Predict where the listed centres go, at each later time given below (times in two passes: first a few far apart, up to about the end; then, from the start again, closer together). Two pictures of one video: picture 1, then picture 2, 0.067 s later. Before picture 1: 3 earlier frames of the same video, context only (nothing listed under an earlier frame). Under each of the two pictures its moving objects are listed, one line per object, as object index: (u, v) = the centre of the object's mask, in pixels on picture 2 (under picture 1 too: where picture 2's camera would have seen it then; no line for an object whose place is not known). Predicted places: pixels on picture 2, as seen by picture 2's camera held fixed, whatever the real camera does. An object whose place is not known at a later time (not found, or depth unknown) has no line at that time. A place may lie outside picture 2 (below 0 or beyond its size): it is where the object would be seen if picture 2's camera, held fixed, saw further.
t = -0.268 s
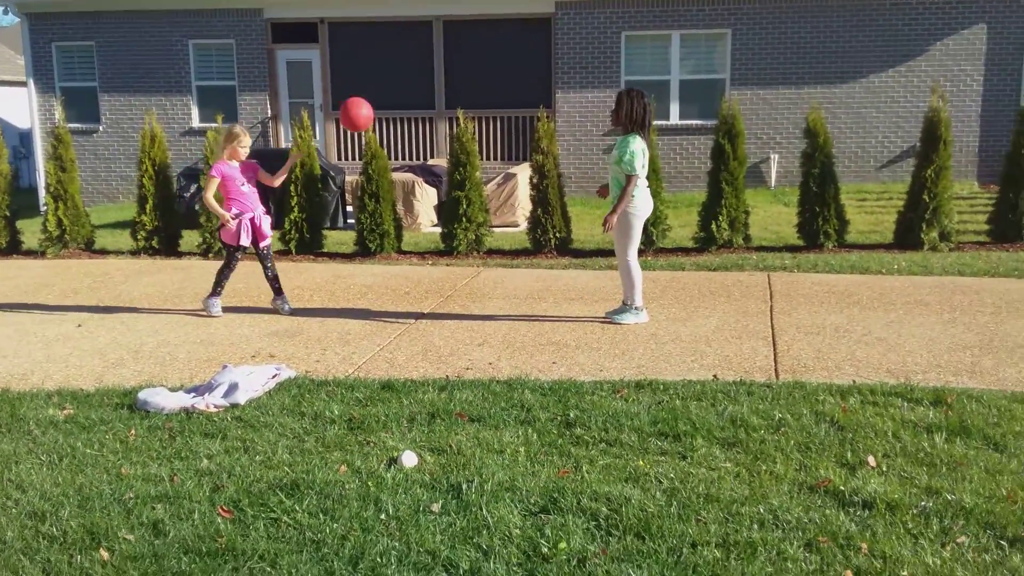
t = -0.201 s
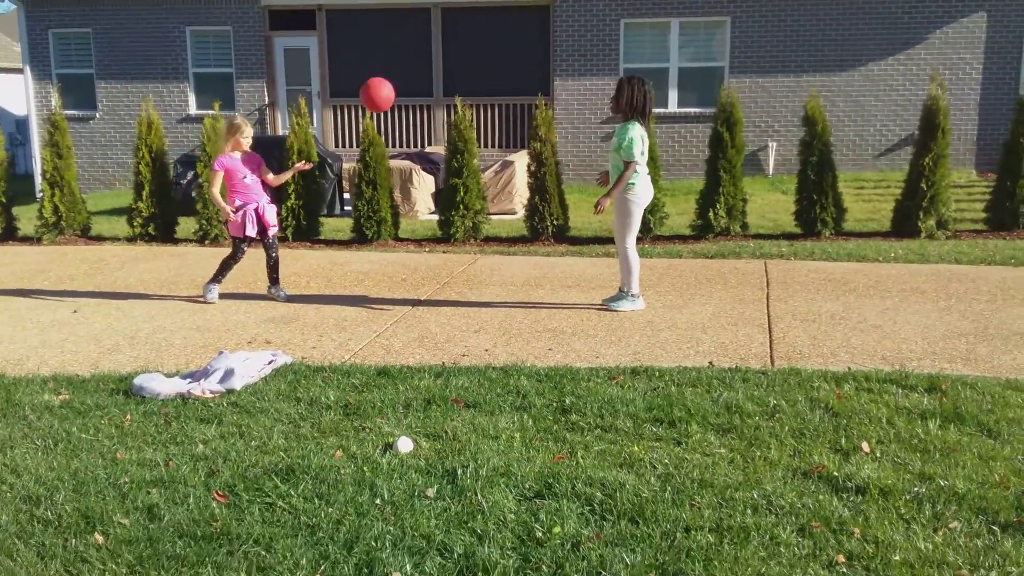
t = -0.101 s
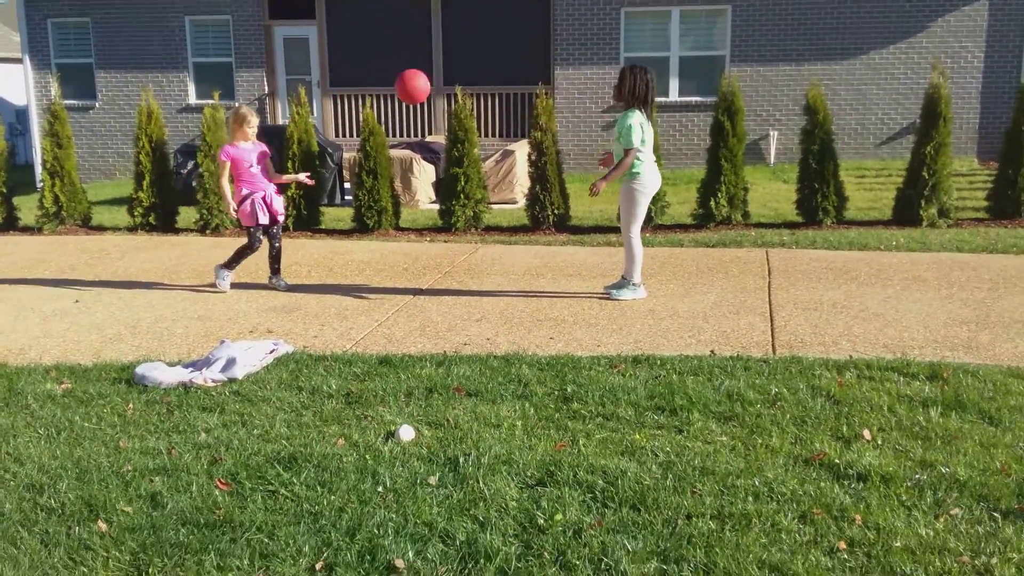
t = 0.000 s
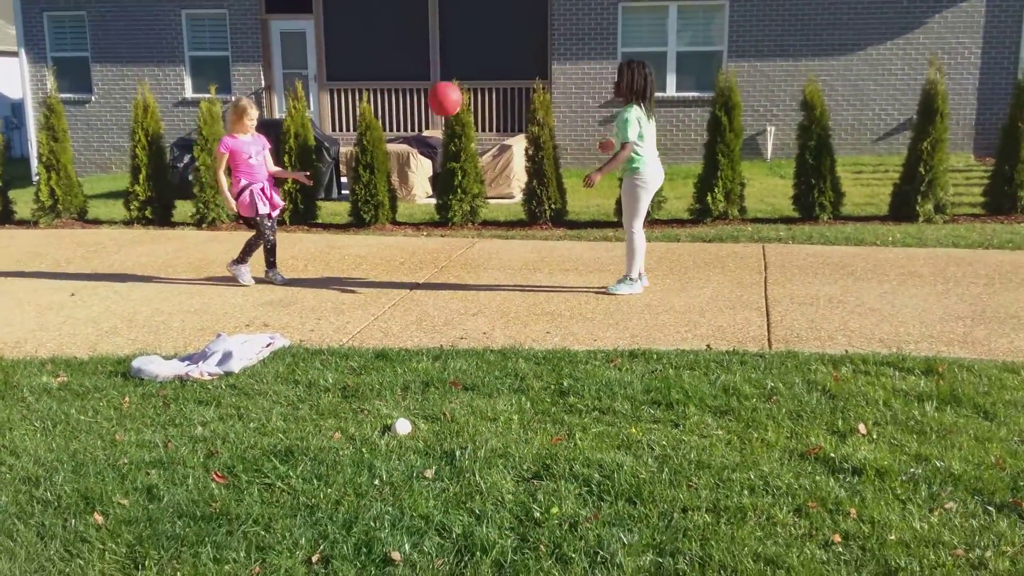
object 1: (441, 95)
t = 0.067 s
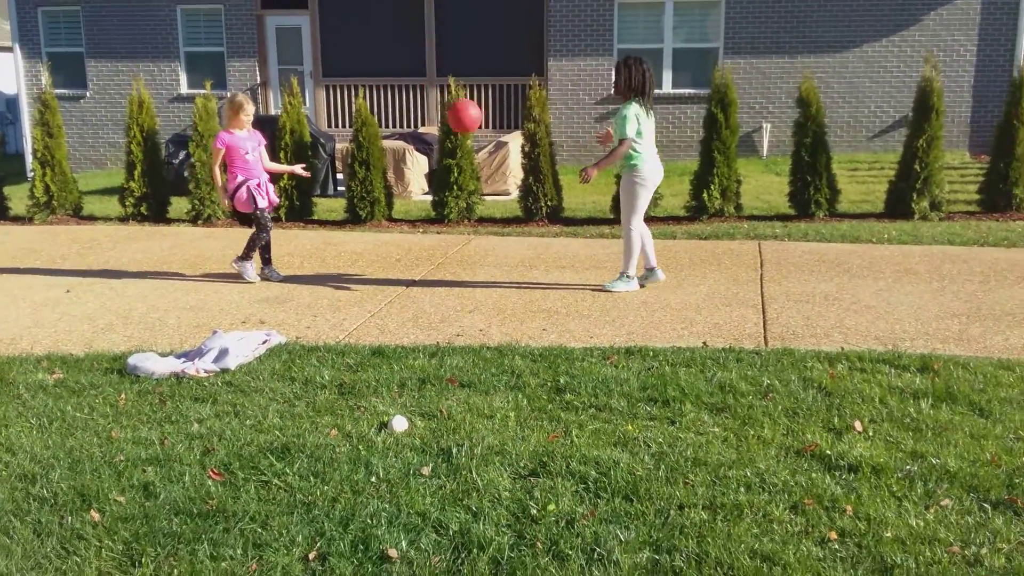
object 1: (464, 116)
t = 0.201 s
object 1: (510, 176)
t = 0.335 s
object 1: (553, 257)
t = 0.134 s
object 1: (487, 143)
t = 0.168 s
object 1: (498, 159)
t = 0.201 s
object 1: (510, 176)
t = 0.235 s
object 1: (521, 195)
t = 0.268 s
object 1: (532, 214)
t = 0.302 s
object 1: (542, 235)
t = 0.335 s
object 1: (553, 257)
